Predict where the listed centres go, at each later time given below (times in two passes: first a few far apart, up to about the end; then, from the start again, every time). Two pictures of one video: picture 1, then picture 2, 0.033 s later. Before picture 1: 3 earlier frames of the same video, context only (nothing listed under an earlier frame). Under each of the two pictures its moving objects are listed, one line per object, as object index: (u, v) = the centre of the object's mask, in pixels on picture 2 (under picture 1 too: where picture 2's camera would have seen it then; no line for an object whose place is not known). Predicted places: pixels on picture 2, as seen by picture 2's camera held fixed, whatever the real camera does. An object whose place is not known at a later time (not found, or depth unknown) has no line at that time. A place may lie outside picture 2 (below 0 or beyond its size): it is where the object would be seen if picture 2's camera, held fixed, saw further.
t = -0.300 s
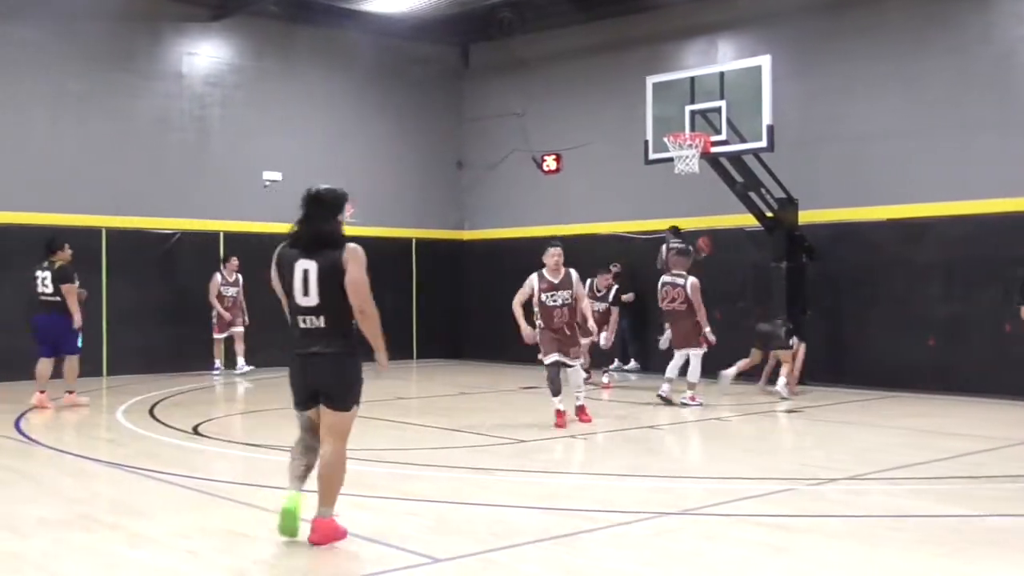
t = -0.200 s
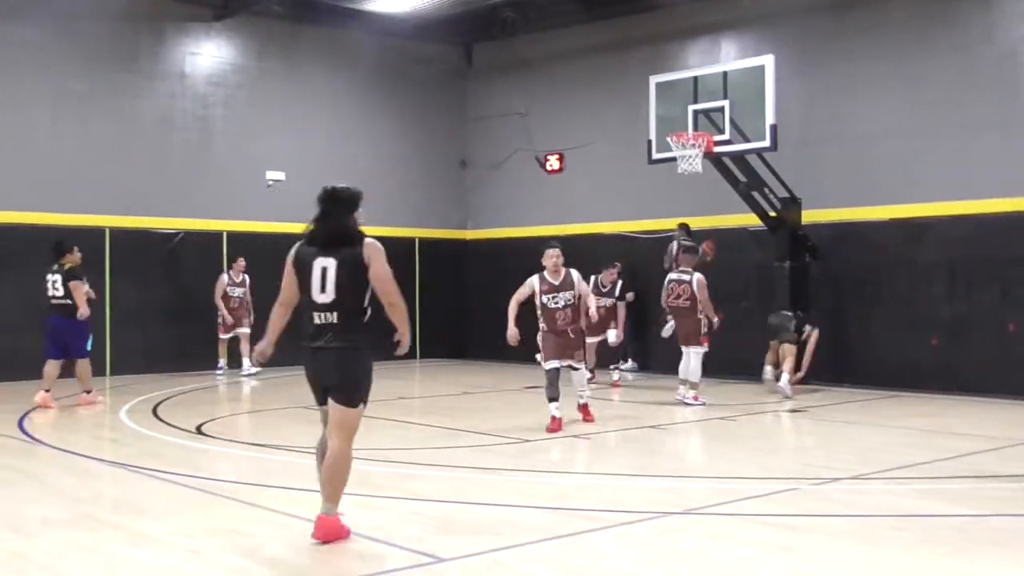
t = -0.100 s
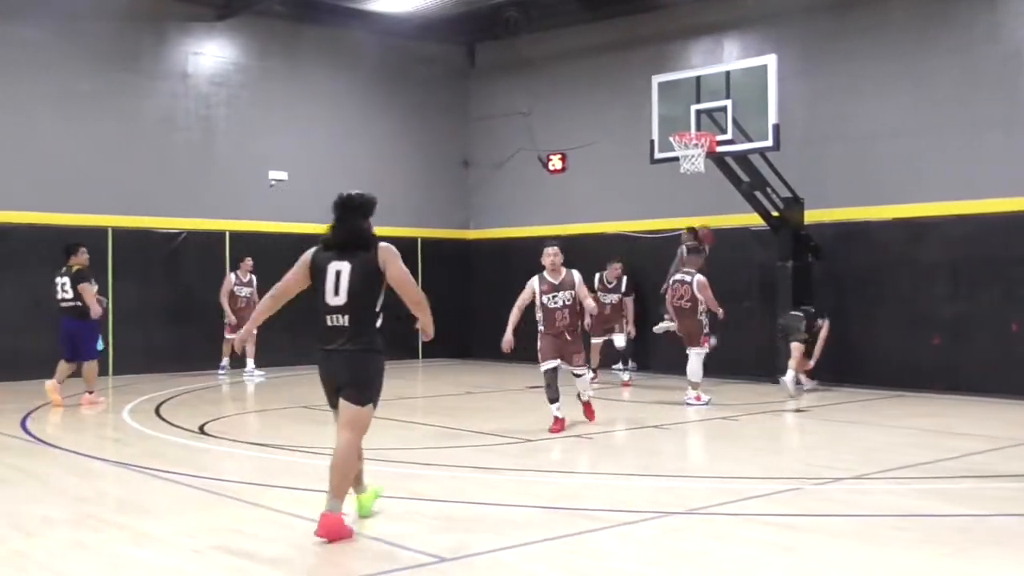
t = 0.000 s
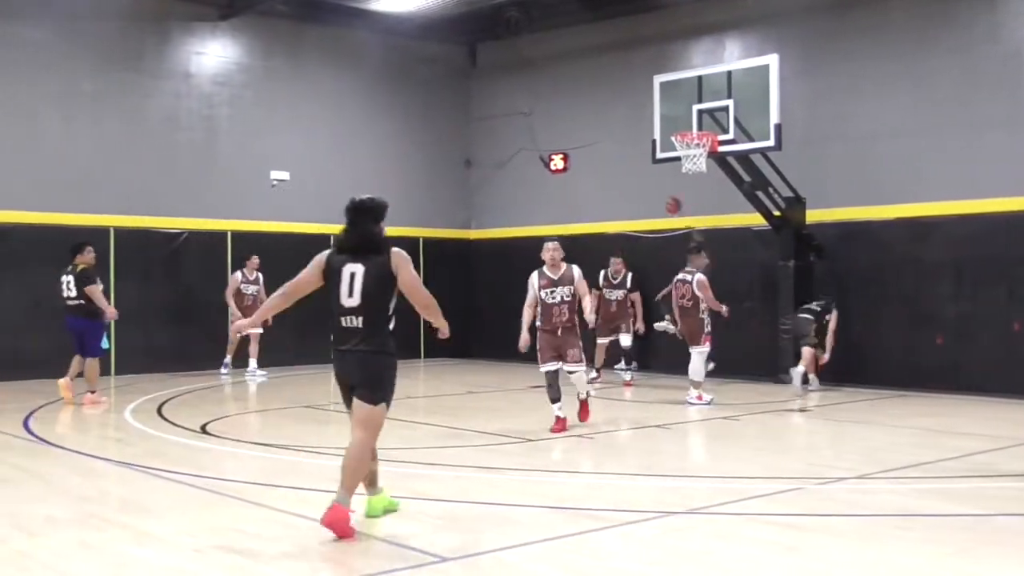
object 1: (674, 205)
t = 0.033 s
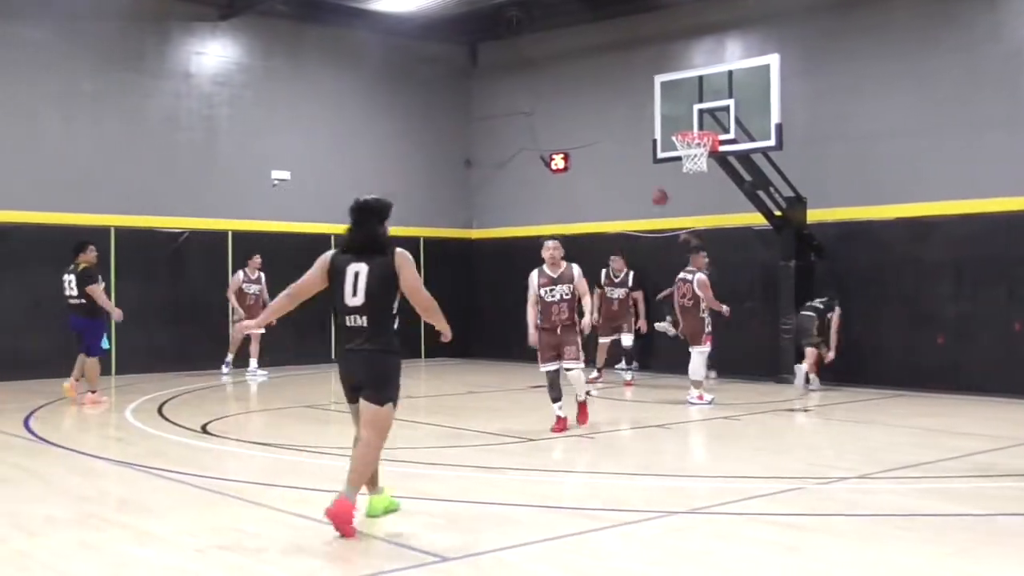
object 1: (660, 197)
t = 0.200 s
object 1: (585, 171)
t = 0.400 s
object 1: (493, 164)
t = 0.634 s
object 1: (381, 193)
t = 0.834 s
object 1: (280, 254)
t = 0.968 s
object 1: (209, 316)
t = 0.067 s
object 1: (646, 191)
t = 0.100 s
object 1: (630, 185)
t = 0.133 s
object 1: (616, 179)
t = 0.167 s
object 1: (601, 175)
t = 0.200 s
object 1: (585, 171)
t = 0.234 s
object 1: (571, 168)
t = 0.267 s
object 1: (553, 164)
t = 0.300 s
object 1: (540, 163)
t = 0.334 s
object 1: (525, 162)
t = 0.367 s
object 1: (509, 163)
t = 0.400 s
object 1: (493, 164)
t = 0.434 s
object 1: (477, 165)
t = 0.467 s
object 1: (461, 167)
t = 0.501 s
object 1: (446, 171)
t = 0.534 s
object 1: (430, 175)
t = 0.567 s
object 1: (414, 181)
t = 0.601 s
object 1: (397, 187)
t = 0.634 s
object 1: (381, 193)
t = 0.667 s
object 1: (364, 201)
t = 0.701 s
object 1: (349, 209)
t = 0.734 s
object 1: (332, 220)
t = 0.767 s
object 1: (313, 233)
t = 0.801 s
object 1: (296, 244)
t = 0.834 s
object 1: (280, 254)
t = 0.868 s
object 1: (262, 267)
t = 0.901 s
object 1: (244, 284)
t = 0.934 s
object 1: (226, 299)
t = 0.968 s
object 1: (209, 316)
